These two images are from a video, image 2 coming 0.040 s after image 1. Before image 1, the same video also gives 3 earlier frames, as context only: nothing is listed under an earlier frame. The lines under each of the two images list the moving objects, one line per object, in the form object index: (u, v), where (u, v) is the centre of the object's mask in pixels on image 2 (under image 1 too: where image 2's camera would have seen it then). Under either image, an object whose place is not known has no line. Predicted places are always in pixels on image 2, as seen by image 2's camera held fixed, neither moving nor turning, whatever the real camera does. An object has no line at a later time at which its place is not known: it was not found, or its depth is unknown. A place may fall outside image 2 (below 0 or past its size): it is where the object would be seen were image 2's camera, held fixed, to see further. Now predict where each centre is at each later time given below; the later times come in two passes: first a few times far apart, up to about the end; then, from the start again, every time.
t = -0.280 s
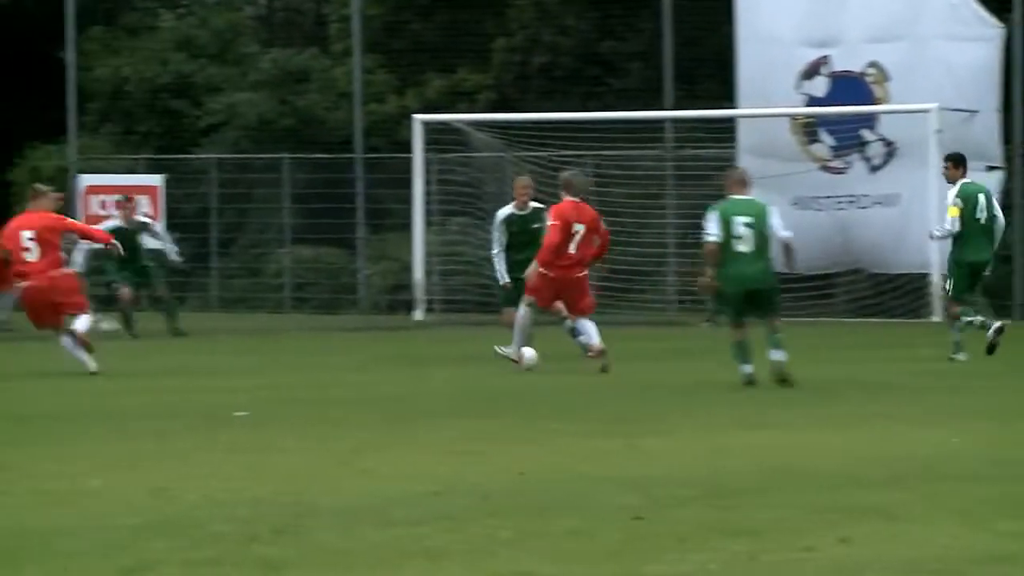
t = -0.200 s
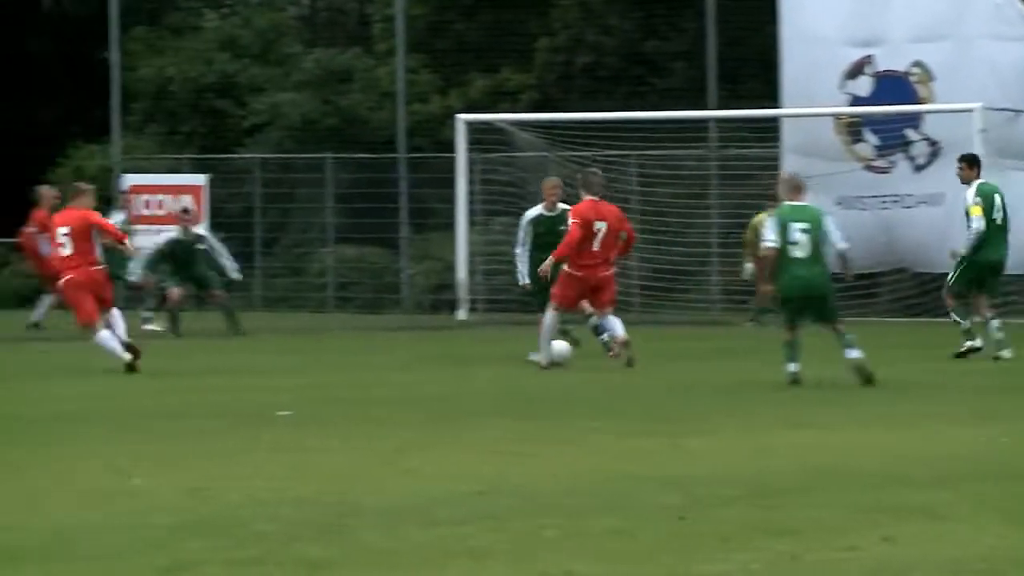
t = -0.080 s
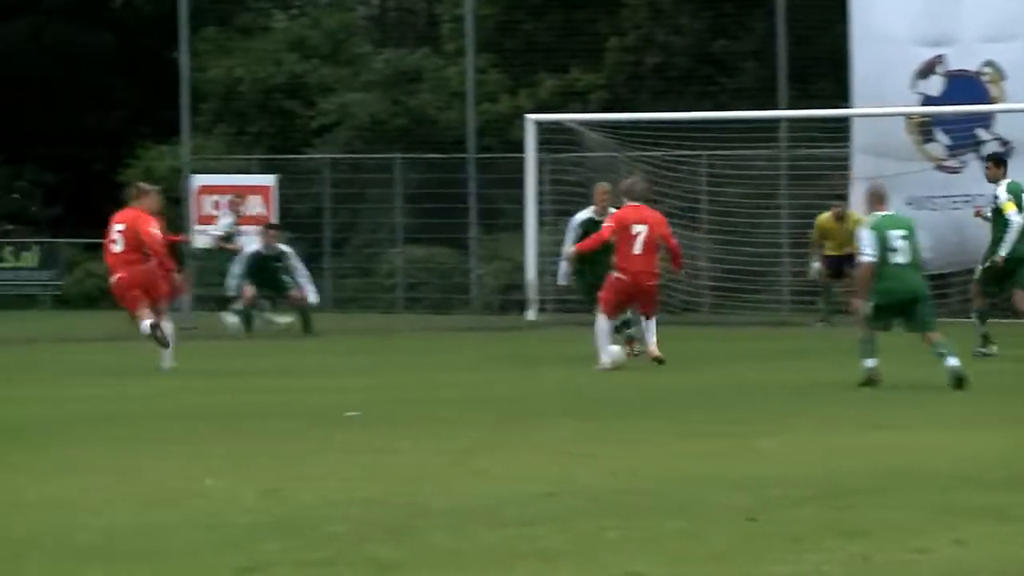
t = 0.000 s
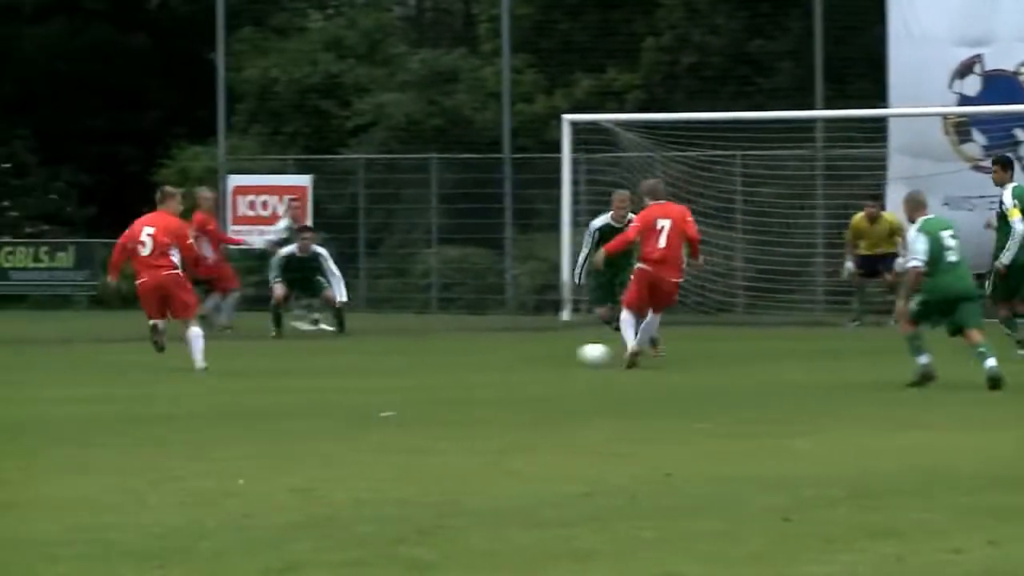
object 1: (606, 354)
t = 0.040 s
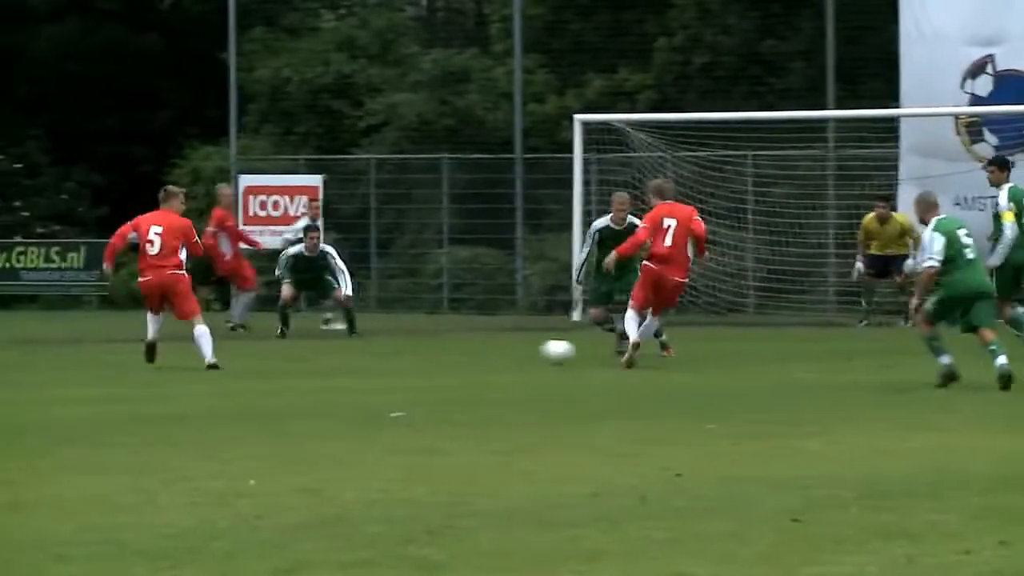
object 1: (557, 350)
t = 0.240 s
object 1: (340, 349)
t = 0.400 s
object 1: (202, 329)
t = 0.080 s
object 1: (513, 347)
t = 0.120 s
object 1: (468, 346)
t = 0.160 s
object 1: (425, 346)
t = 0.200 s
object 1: (382, 347)
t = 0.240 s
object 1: (340, 349)
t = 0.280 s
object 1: (302, 344)
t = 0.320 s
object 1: (268, 337)
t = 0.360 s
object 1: (234, 333)
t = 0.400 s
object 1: (202, 329)
